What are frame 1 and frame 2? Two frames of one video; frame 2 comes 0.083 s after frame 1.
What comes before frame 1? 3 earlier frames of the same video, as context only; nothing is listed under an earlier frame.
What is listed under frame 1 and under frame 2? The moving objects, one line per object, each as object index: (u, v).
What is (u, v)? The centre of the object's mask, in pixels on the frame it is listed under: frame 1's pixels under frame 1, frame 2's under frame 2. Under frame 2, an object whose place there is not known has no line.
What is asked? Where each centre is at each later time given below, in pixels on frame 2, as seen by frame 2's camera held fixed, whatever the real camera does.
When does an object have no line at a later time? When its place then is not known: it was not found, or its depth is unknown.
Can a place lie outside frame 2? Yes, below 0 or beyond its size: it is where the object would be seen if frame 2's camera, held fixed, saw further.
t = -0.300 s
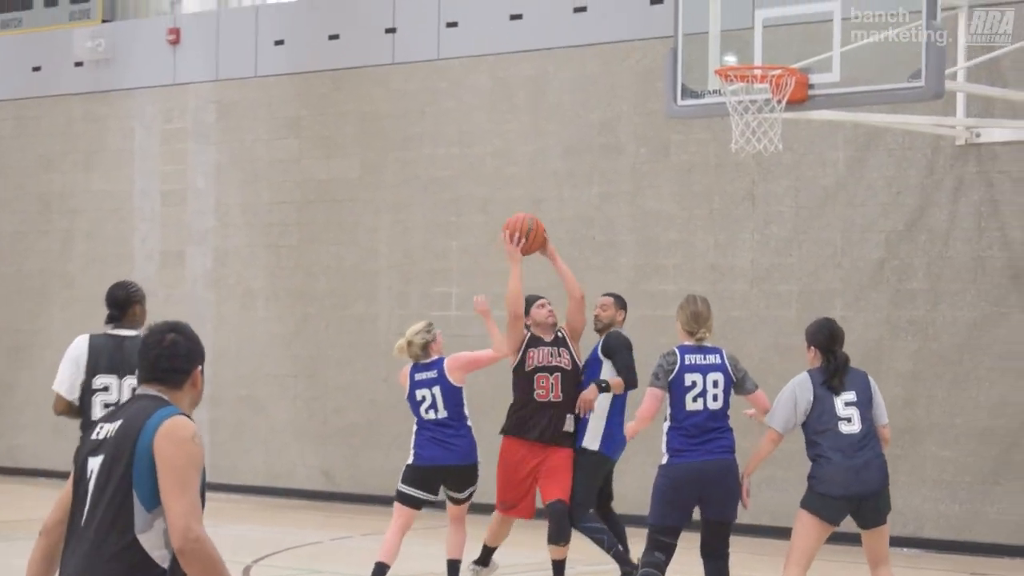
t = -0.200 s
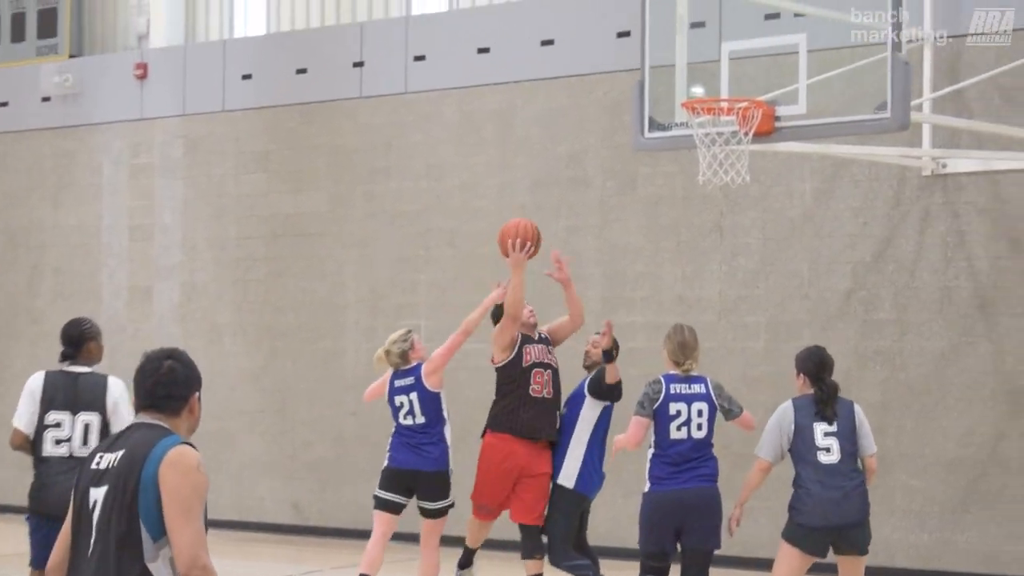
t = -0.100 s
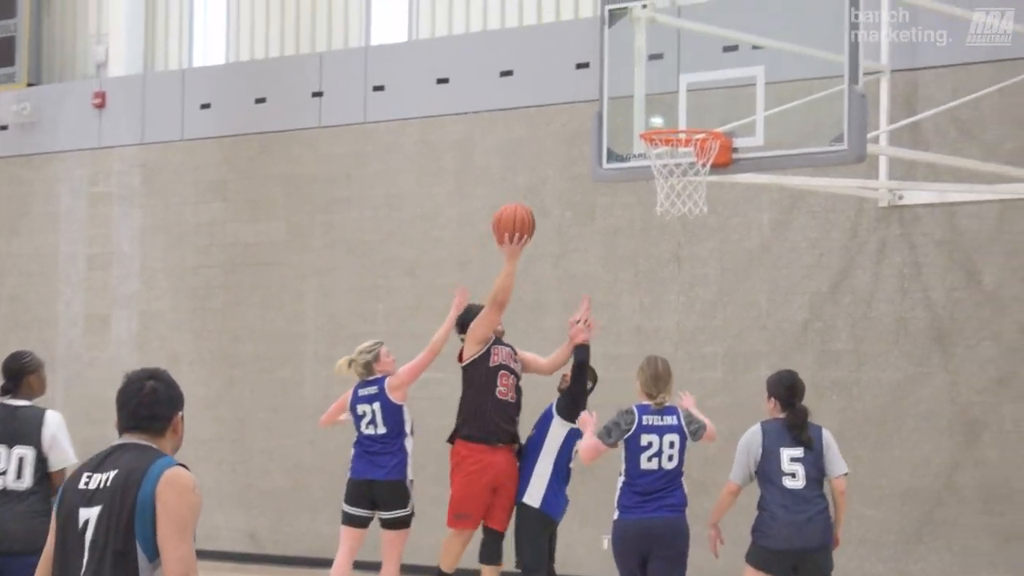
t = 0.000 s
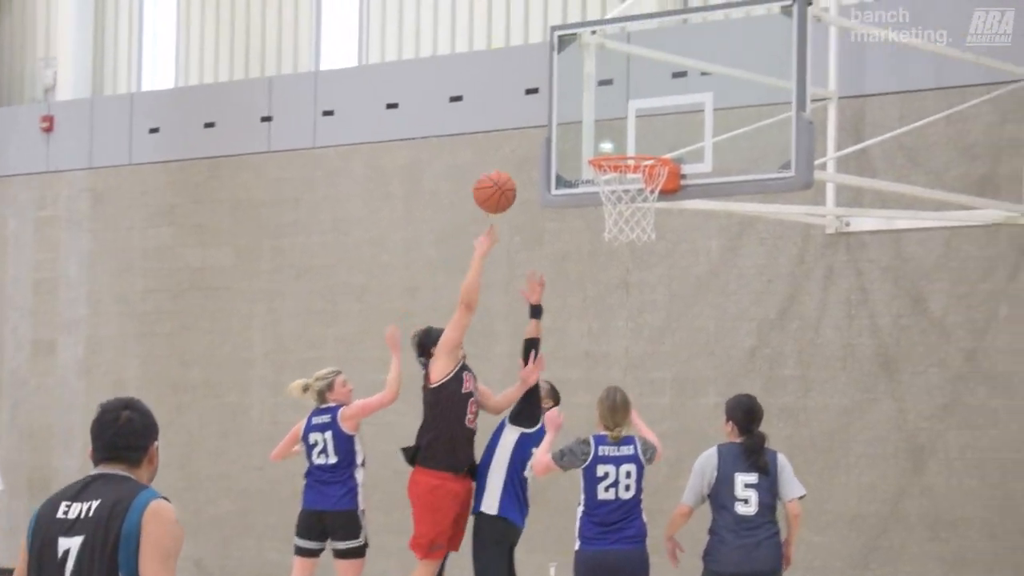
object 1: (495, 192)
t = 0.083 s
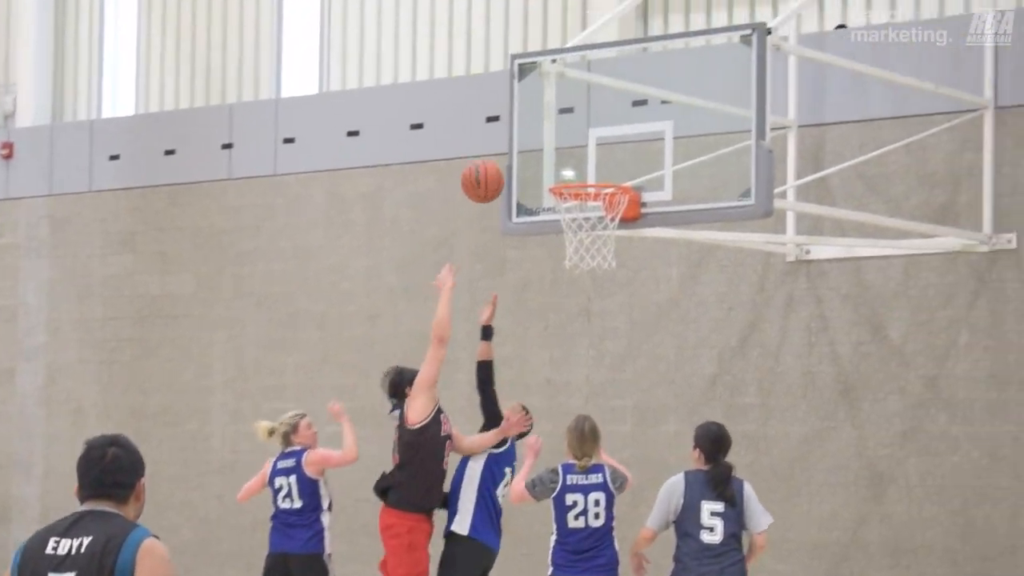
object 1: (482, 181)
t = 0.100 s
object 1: (488, 175)
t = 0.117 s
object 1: (493, 169)
